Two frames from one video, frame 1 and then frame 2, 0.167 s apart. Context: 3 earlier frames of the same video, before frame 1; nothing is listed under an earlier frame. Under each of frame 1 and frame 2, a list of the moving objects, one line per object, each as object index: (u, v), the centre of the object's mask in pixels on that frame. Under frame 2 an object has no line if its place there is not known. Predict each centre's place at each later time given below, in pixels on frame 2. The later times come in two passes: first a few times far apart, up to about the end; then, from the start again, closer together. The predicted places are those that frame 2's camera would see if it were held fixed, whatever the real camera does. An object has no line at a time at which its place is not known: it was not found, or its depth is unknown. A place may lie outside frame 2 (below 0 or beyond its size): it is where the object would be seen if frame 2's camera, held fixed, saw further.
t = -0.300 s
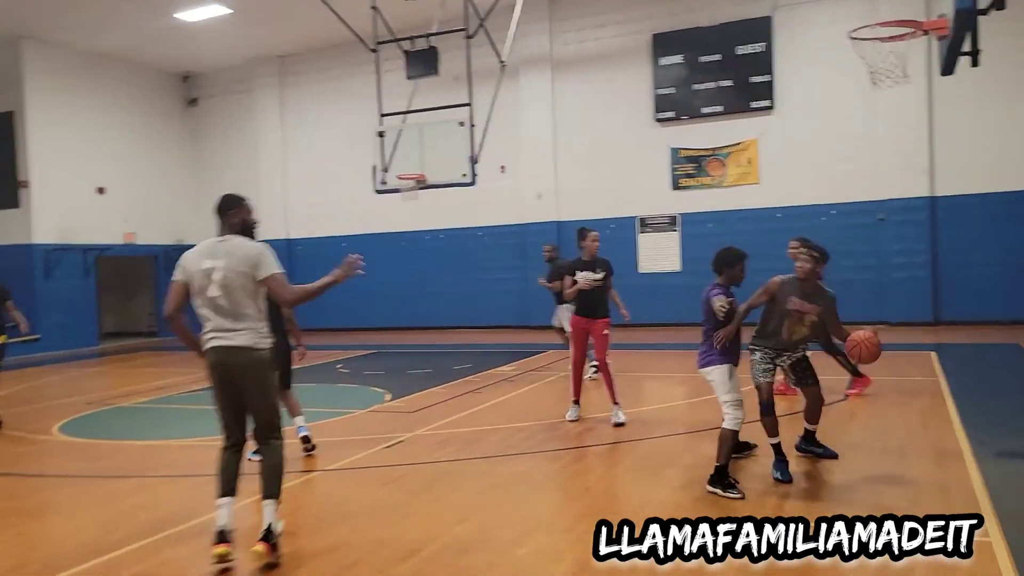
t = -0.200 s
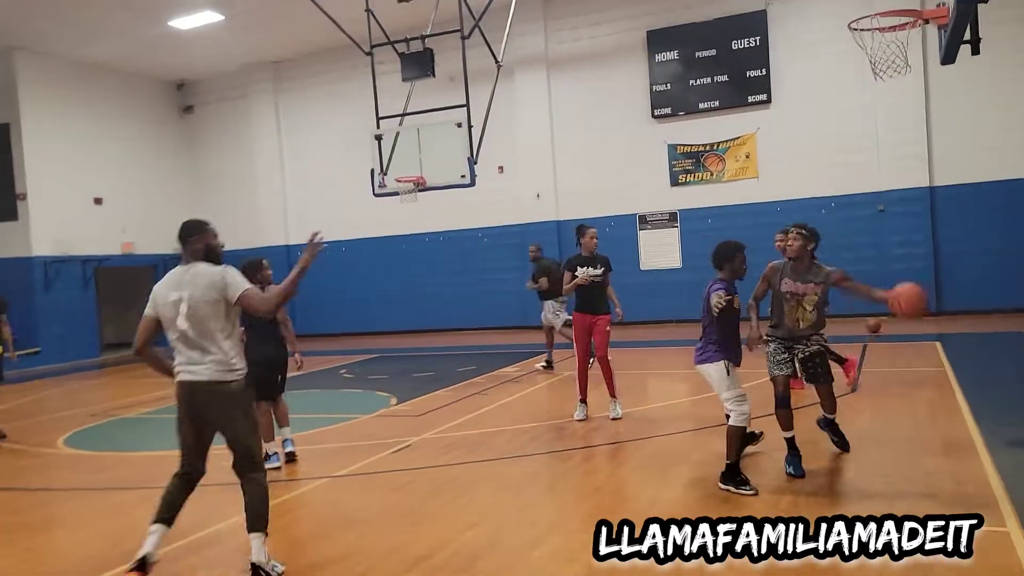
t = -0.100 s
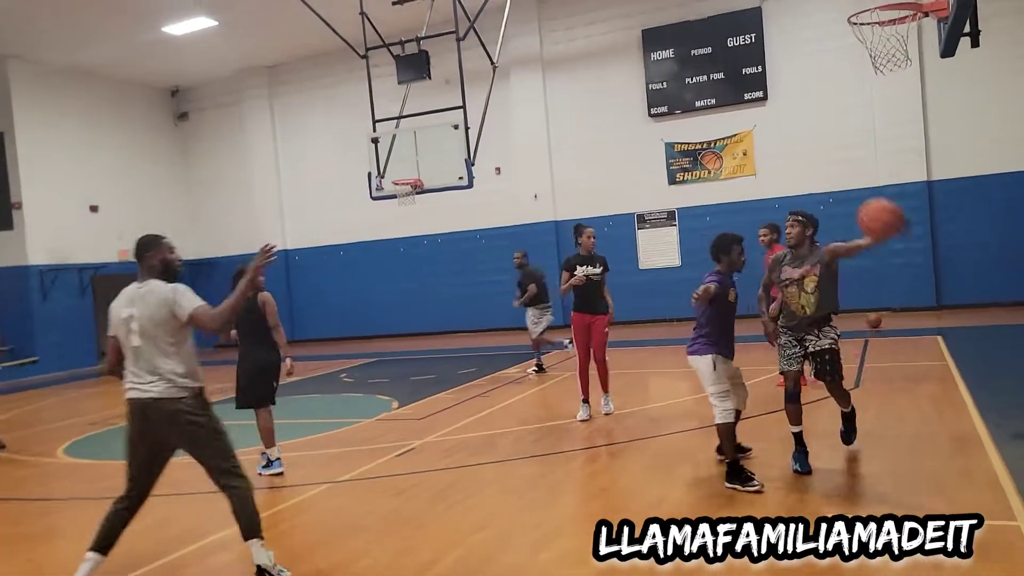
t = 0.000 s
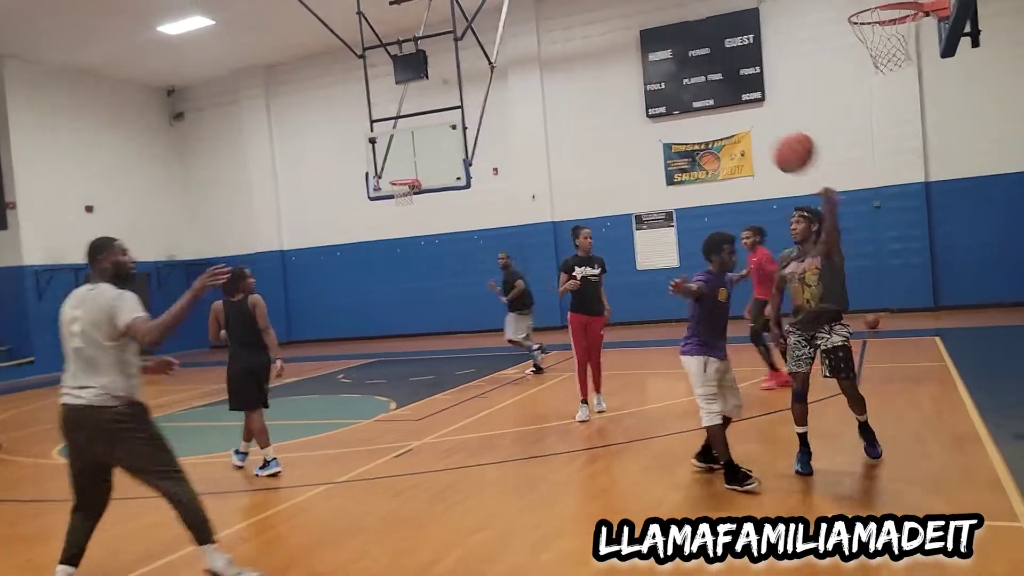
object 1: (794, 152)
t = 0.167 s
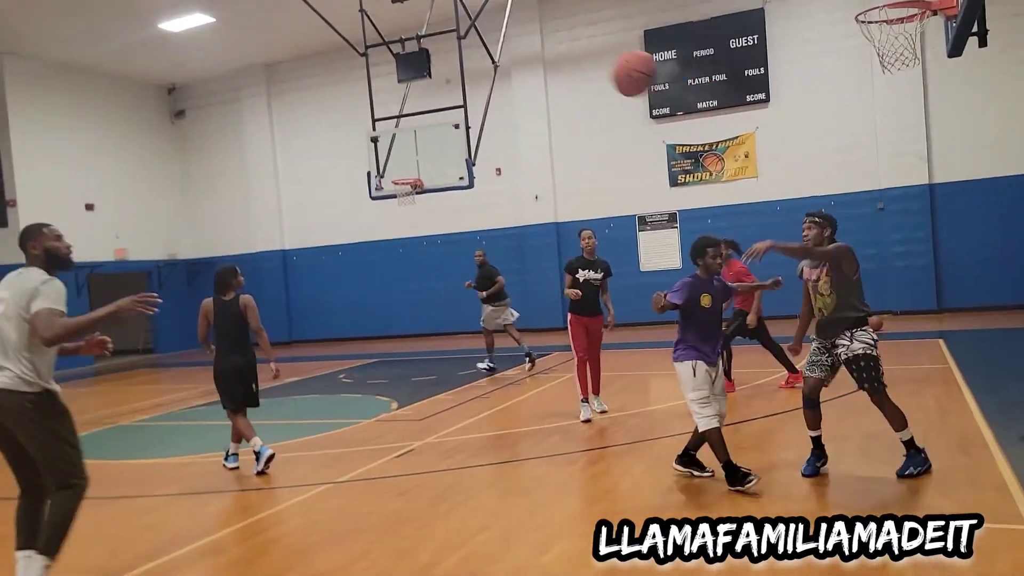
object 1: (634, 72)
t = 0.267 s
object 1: (524, 45)
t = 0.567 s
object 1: (129, 74)
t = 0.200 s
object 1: (598, 62)
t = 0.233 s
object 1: (561, 52)
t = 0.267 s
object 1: (524, 45)
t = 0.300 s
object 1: (486, 38)
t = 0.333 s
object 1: (447, 35)
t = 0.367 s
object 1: (405, 34)
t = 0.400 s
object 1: (362, 34)
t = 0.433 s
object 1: (318, 38)
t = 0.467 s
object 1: (274, 43)
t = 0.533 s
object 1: (179, 62)
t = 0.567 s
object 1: (129, 74)
